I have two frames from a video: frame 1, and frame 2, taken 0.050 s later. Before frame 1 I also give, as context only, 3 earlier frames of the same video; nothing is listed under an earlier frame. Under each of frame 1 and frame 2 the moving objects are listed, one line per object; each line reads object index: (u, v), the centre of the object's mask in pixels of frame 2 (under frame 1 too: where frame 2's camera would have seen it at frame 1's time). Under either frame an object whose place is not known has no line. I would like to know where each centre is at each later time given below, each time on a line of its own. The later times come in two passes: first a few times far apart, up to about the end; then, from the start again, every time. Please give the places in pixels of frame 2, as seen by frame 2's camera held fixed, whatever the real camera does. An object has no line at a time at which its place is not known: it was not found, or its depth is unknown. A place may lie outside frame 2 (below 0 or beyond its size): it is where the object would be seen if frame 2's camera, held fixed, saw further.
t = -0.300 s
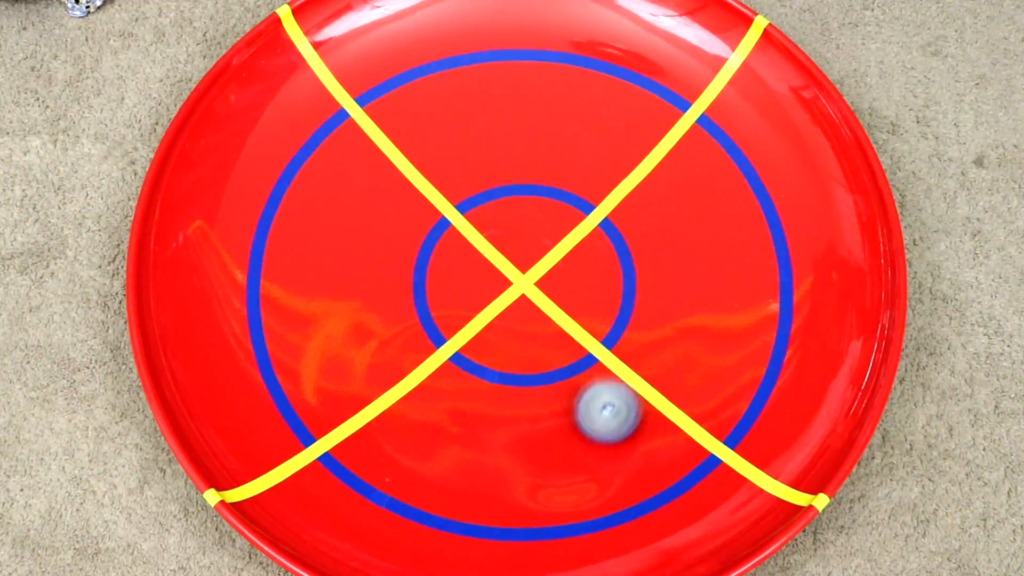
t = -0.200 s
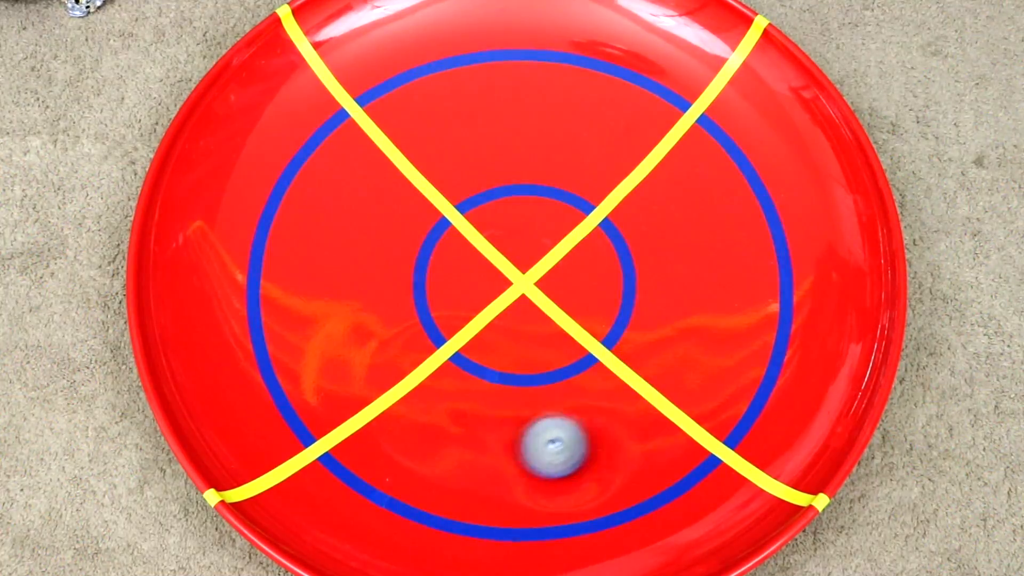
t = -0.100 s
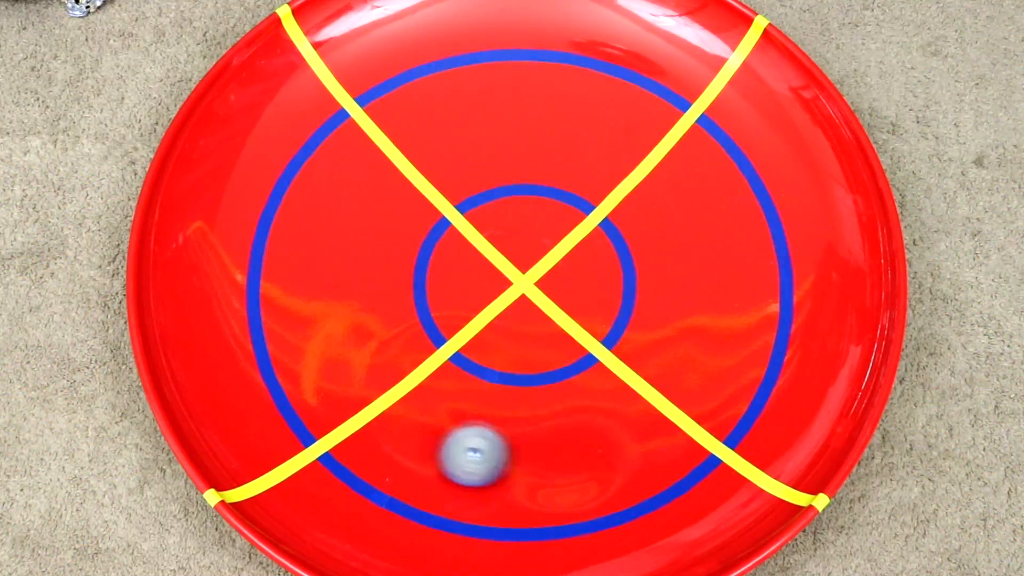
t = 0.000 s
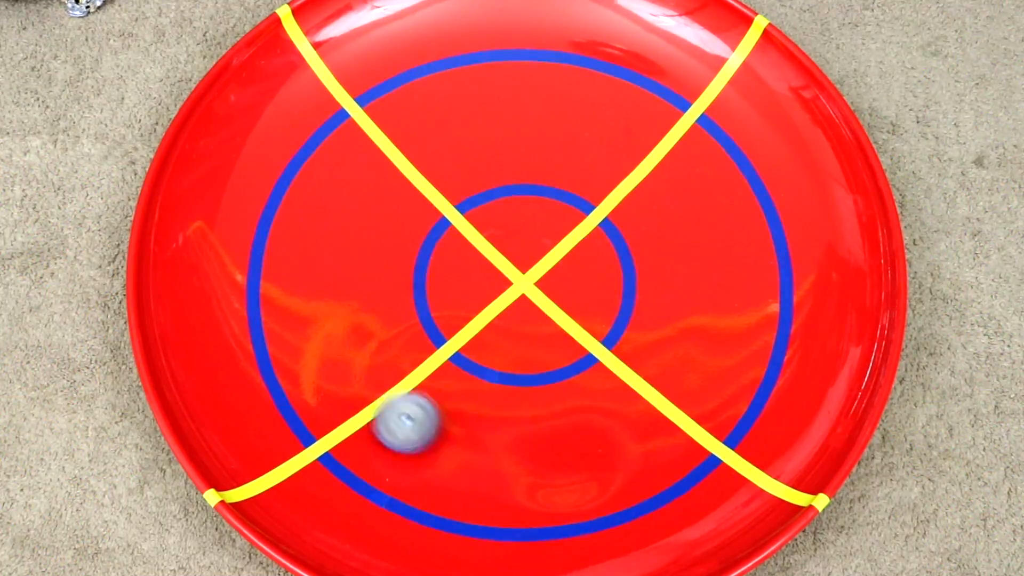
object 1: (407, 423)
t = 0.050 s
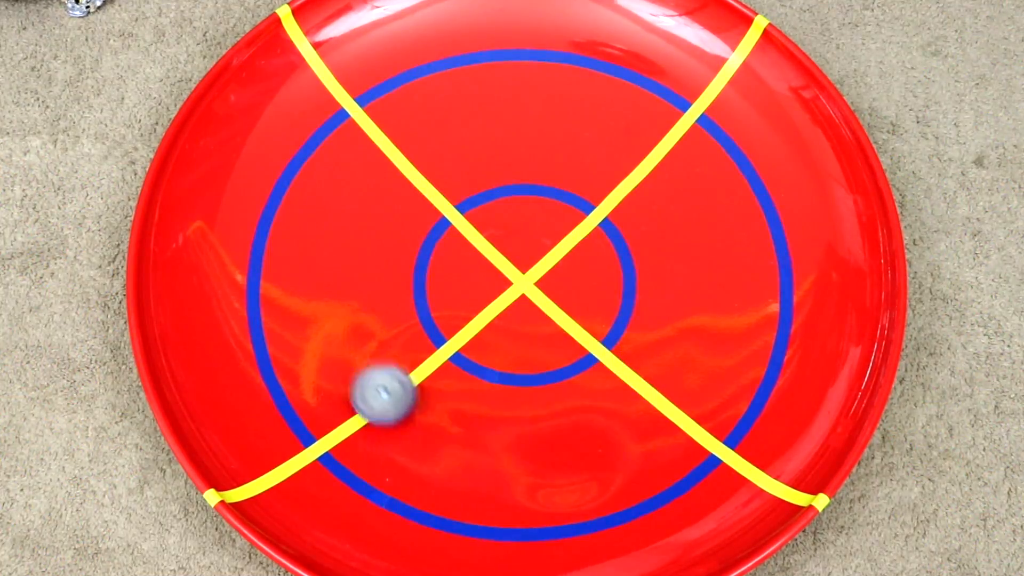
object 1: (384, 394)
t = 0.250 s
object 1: (381, 267)
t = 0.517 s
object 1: (539, 185)
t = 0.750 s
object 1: (686, 253)
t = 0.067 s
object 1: (378, 384)
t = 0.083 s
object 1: (372, 373)
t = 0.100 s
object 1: (369, 362)
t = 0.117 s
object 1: (365, 351)
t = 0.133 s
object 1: (364, 340)
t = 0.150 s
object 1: (363, 329)
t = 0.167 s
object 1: (364, 317)
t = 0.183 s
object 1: (366, 306)
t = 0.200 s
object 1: (368, 295)
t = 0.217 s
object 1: (371, 286)
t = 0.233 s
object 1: (376, 276)
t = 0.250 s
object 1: (381, 267)
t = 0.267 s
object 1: (387, 257)
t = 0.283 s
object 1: (394, 248)
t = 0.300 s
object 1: (401, 241)
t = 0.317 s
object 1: (408, 233)
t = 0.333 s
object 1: (416, 226)
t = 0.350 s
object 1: (425, 220)
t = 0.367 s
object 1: (435, 213)
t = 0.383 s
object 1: (445, 207)
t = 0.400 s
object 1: (456, 203)
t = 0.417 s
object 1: (467, 198)
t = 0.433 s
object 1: (478, 194)
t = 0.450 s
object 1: (489, 191)
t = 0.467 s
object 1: (501, 189)
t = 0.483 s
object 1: (514, 187)
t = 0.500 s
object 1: (527, 186)
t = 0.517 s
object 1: (539, 185)
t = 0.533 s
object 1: (552, 185)
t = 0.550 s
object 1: (566, 186)
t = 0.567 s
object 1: (577, 187)
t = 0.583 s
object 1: (590, 190)
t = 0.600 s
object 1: (601, 193)
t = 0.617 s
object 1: (613, 197)
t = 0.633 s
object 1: (624, 202)
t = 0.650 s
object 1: (635, 208)
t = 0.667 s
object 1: (645, 214)
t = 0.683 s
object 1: (653, 220)
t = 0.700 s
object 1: (662, 227)
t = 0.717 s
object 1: (671, 235)
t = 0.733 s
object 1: (679, 244)
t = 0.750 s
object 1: (686, 253)
